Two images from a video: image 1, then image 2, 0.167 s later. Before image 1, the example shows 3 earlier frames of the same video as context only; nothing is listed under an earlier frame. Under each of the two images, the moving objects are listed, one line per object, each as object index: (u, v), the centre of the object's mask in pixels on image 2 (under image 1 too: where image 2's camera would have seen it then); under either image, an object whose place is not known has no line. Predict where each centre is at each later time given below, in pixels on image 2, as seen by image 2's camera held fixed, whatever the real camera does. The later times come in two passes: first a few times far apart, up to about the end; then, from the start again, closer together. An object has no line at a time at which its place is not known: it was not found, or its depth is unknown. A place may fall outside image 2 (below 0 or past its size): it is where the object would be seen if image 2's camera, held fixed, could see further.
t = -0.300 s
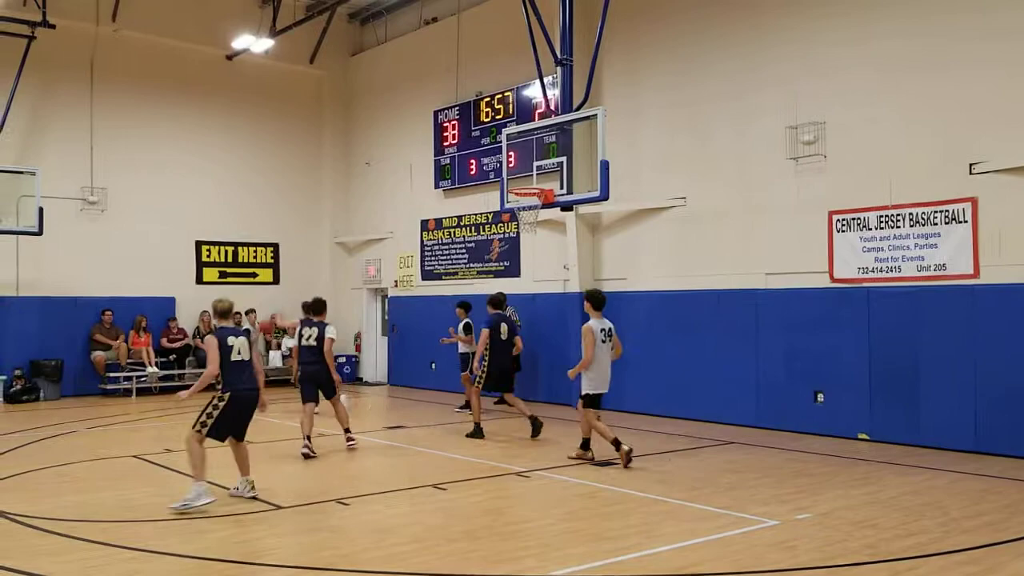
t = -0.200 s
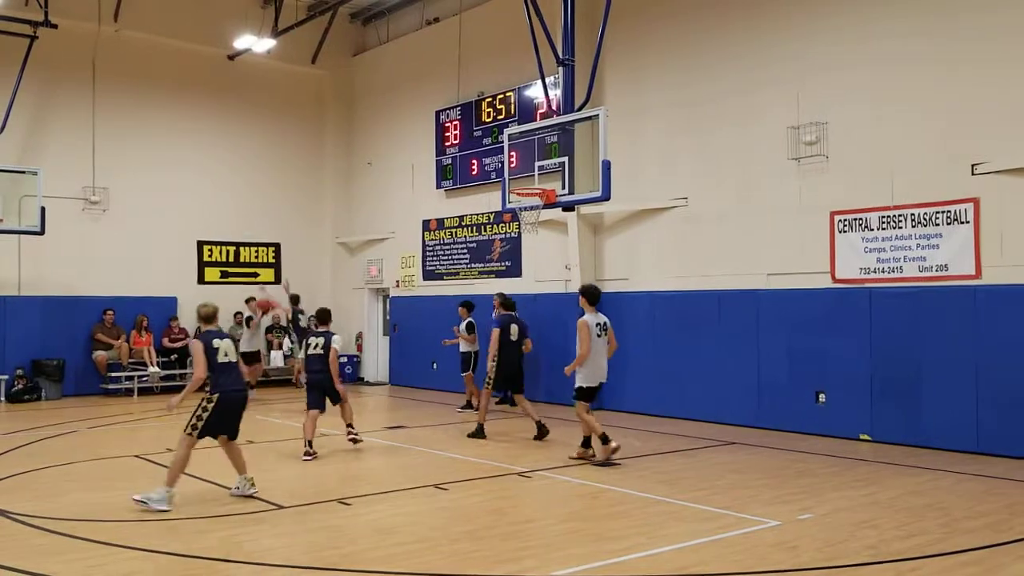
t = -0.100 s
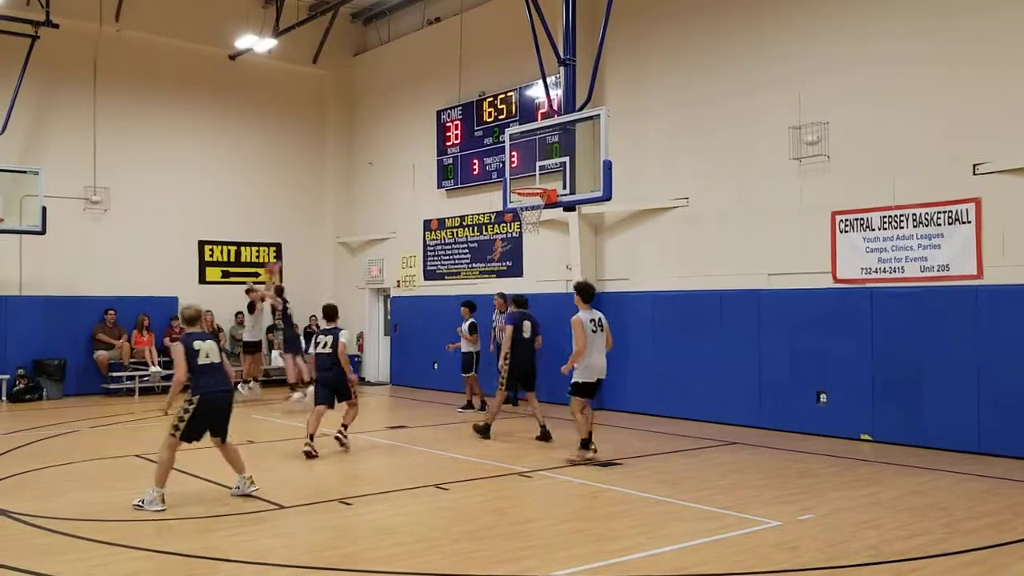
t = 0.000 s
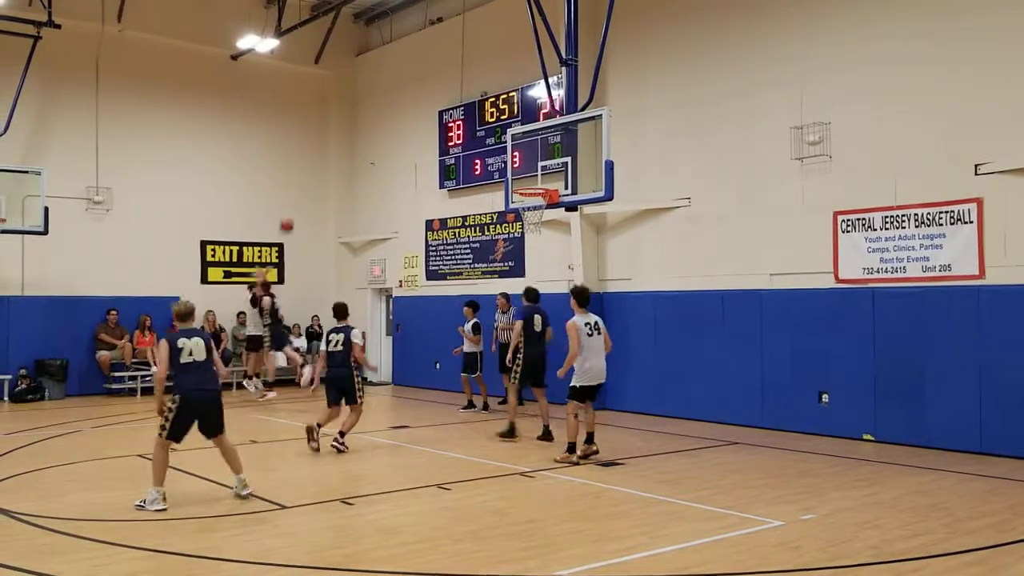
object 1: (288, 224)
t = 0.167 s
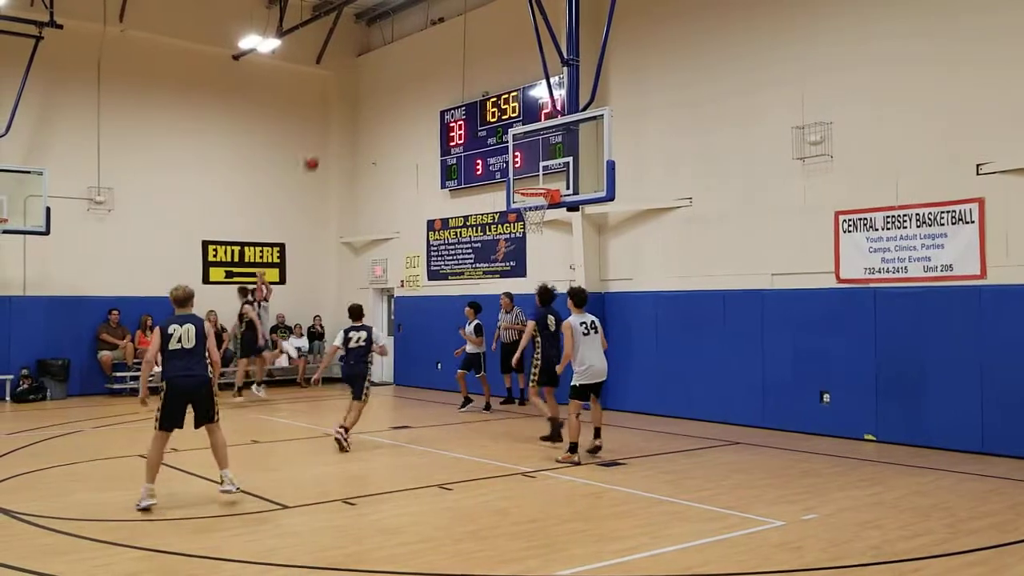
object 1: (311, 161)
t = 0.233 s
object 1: (320, 136)
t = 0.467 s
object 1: (354, 81)
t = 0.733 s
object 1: (397, 49)
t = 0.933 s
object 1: (431, 57)
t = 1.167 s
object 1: (477, 105)
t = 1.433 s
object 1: (541, 195)
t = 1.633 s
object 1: (534, 216)
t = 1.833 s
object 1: (515, 235)
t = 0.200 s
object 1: (315, 149)
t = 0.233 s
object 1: (320, 136)
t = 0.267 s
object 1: (325, 127)
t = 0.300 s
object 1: (330, 119)
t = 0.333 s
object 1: (335, 110)
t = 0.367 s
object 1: (339, 102)
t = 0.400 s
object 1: (345, 94)
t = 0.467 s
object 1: (354, 81)
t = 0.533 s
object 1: (365, 69)
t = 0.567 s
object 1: (371, 64)
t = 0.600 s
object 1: (376, 60)
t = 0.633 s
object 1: (381, 57)
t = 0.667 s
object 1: (386, 53)
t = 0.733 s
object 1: (397, 49)
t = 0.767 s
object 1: (402, 49)
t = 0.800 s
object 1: (408, 49)
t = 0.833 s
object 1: (413, 50)
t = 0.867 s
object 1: (418, 51)
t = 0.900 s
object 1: (425, 54)
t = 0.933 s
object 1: (431, 57)
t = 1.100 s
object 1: (463, 86)
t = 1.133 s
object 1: (470, 94)
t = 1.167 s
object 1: (477, 105)
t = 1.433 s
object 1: (541, 195)
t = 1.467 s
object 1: (543, 200)
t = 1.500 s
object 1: (540, 203)
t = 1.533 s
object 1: (541, 209)
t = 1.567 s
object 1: (538, 210)
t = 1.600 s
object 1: (537, 212)
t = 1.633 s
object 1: (534, 216)
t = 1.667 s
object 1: (531, 216)
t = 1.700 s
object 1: (529, 216)
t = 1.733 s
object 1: (524, 222)
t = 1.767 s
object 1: (521, 224)
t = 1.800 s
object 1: (520, 232)
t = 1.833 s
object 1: (515, 235)
